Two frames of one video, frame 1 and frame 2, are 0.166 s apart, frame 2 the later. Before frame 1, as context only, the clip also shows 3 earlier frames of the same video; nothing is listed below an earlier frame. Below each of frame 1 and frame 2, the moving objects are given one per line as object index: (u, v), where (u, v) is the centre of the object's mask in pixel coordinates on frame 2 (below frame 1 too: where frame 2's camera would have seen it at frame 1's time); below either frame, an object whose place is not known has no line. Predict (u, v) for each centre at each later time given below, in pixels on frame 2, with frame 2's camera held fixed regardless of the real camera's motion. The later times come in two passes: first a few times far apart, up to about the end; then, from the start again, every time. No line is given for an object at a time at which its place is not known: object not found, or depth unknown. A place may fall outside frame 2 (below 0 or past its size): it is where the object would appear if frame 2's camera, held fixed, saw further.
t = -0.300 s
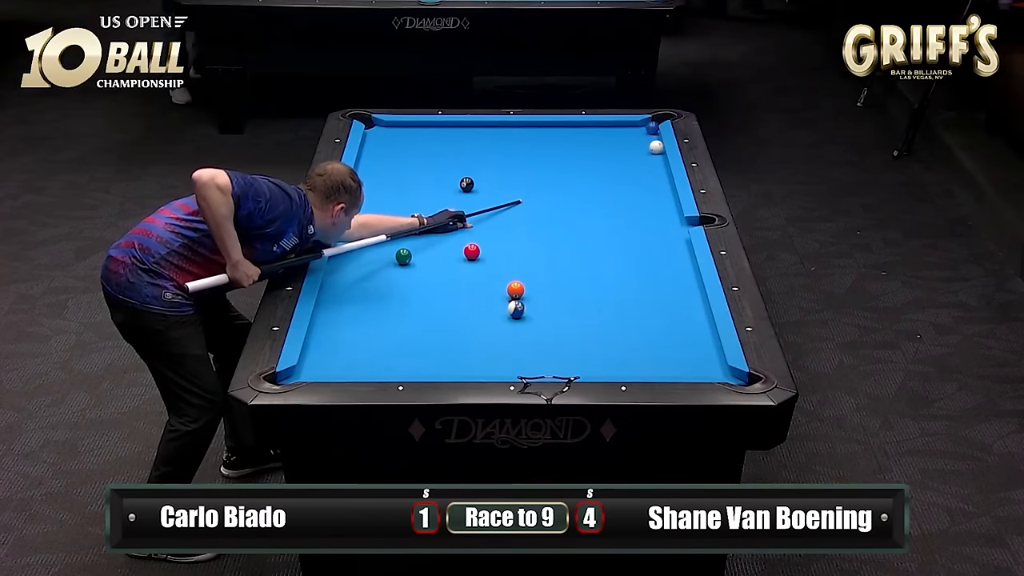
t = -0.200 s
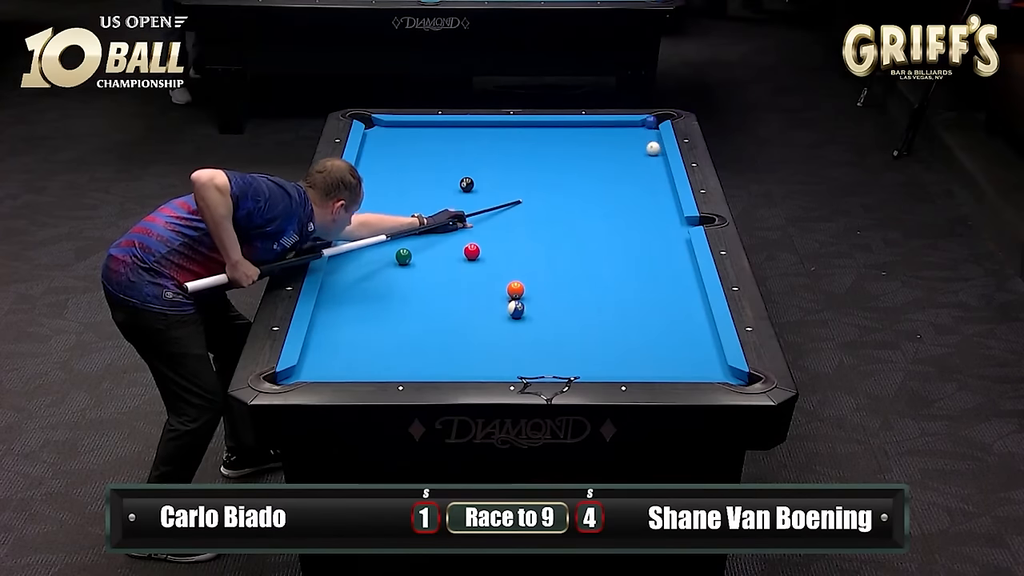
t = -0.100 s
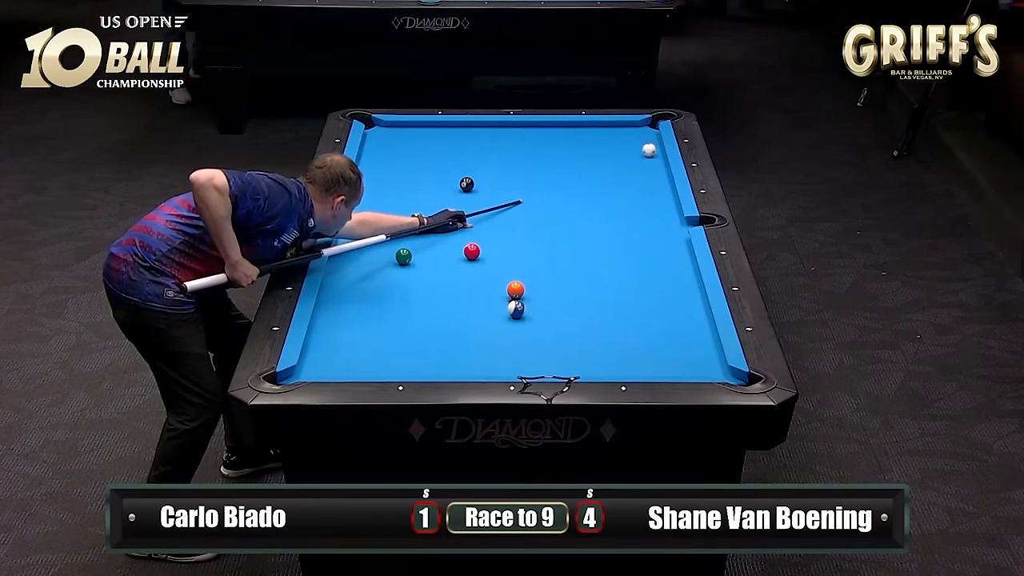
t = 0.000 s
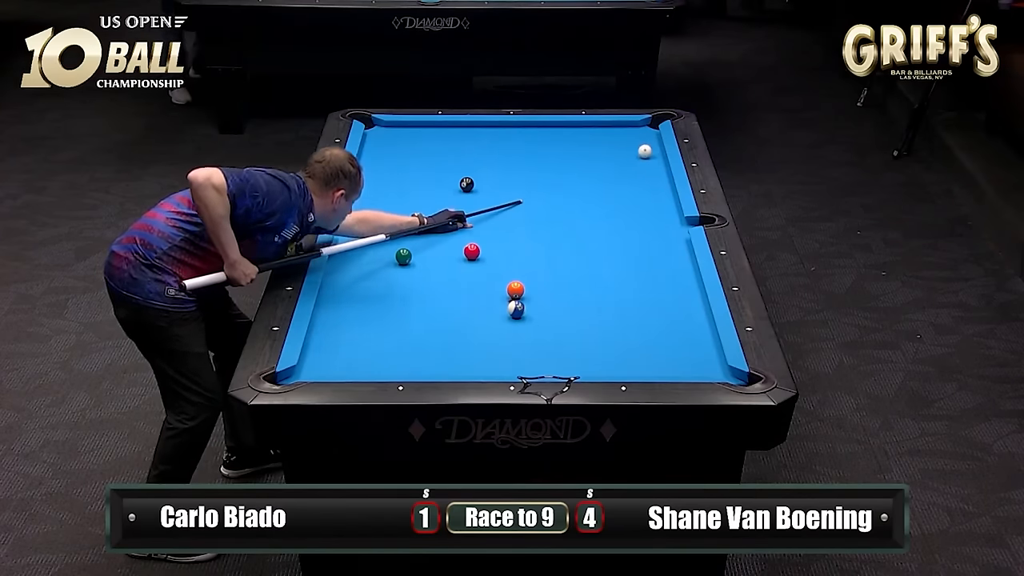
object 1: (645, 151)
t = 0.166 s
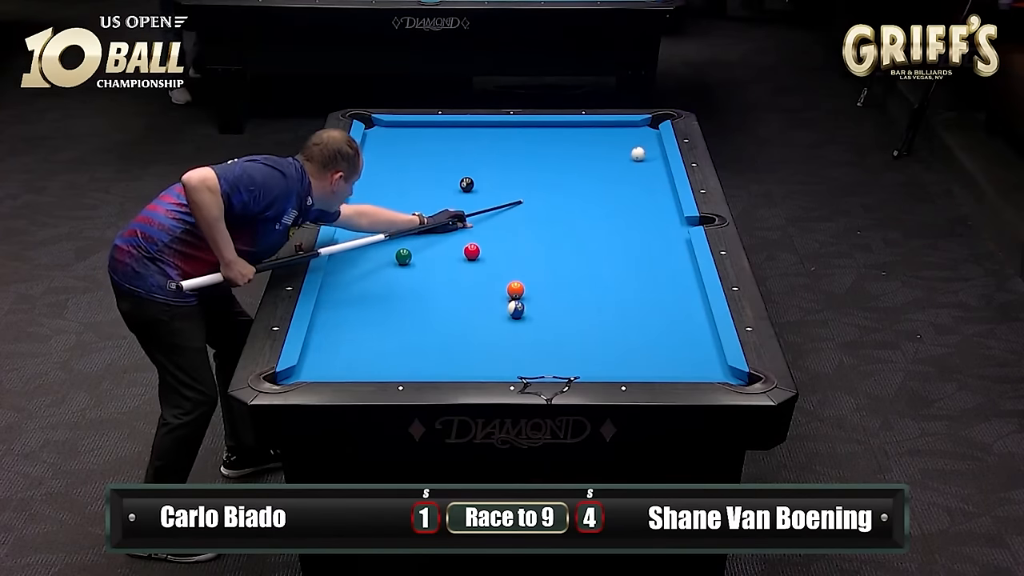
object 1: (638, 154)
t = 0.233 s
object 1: (635, 155)
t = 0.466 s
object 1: (626, 158)
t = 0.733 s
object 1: (616, 161)
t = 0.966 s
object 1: (609, 163)
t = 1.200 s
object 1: (601, 166)
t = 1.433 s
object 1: (594, 168)
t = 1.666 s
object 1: (588, 170)
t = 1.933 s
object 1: (581, 172)
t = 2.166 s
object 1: (577, 173)
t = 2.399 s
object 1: (572, 175)
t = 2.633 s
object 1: (569, 175)
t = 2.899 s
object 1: (566, 176)
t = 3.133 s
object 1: (563, 177)
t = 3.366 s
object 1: (562, 177)
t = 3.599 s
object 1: (561, 177)
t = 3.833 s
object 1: (561, 177)
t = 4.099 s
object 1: (562, 177)
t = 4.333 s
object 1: (562, 177)
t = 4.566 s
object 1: (561, 177)
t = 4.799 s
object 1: (561, 177)
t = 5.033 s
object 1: (562, 177)
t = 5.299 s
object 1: (562, 177)
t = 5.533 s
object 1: (562, 177)
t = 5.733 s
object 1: (561, 177)
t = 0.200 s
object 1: (636, 154)
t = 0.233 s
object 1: (635, 155)
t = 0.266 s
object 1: (634, 155)
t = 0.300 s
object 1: (633, 156)
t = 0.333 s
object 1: (631, 156)
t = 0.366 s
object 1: (629, 157)
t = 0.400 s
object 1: (629, 157)
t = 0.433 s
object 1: (627, 157)
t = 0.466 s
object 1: (626, 158)
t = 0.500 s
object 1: (625, 158)
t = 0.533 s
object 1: (624, 159)
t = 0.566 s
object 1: (623, 159)
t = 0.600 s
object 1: (621, 159)
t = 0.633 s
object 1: (620, 160)
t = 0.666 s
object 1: (619, 160)
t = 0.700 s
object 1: (618, 161)
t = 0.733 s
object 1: (616, 161)
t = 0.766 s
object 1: (614, 162)
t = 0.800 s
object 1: (614, 162)
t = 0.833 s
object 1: (613, 162)
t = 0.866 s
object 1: (612, 163)
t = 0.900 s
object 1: (611, 163)
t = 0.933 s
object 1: (610, 163)
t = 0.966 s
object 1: (609, 163)
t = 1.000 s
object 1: (608, 164)
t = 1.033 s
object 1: (606, 164)
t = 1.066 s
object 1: (606, 165)
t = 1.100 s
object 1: (604, 165)
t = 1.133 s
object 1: (603, 166)
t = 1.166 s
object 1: (602, 166)
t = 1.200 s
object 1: (601, 166)
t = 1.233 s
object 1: (600, 166)
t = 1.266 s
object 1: (599, 167)
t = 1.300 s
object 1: (598, 167)
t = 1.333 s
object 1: (597, 167)
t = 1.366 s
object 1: (596, 167)
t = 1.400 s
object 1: (595, 168)
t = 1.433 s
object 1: (594, 168)
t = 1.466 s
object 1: (594, 168)
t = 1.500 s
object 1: (593, 169)
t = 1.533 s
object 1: (591, 169)
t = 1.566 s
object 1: (590, 169)
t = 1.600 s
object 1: (590, 169)
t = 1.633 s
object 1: (589, 170)
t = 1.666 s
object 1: (588, 170)
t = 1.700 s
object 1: (587, 170)
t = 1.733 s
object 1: (586, 170)
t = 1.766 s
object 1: (585, 171)
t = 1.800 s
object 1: (585, 171)
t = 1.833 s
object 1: (584, 171)
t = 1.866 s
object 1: (583, 171)
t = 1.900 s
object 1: (582, 172)
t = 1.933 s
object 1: (581, 172)
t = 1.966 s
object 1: (580, 172)
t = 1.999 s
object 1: (580, 172)
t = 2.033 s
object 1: (579, 172)
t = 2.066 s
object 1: (579, 173)
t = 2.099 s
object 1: (578, 173)
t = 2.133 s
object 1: (577, 173)
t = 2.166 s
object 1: (577, 173)
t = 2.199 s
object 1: (576, 173)
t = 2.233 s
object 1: (575, 174)
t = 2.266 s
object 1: (575, 174)
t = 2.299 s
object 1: (574, 174)
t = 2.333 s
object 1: (573, 174)
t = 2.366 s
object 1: (573, 174)
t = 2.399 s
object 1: (572, 175)
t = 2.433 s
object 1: (572, 175)
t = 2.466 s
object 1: (571, 175)
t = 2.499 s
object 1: (571, 175)
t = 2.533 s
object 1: (570, 175)
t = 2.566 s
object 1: (570, 175)
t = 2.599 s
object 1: (569, 175)
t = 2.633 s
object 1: (569, 175)
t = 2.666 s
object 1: (568, 175)
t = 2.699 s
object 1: (568, 176)
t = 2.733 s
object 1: (567, 176)
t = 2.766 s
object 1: (567, 176)
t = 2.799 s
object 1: (567, 176)
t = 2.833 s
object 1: (566, 176)
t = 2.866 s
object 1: (566, 176)
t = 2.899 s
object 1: (566, 176)
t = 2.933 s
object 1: (565, 176)
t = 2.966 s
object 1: (565, 176)
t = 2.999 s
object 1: (565, 177)
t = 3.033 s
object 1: (564, 177)
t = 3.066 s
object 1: (564, 177)
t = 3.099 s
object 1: (564, 177)
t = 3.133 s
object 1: (563, 177)
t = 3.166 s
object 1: (563, 177)
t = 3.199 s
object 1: (563, 177)
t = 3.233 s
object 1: (562, 177)
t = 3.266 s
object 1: (562, 177)
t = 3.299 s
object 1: (562, 177)
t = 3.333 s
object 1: (562, 177)
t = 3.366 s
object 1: (562, 177)
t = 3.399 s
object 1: (562, 177)
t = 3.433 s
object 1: (561, 177)
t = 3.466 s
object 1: (561, 177)
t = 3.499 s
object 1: (561, 177)
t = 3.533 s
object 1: (561, 177)
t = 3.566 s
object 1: (561, 177)
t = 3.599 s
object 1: (561, 177)
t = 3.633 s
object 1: (561, 177)
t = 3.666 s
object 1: (561, 177)
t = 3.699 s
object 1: (561, 177)
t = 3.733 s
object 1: (561, 177)
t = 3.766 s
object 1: (561, 177)
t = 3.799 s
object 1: (561, 177)
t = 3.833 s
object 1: (561, 177)
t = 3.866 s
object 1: (561, 177)
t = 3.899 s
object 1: (562, 177)
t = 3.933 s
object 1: (561, 177)
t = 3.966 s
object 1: (562, 177)
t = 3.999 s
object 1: (561, 177)
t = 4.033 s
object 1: (562, 177)
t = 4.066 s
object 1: (561, 177)
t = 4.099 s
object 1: (562, 177)
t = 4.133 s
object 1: (562, 177)
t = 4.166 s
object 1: (562, 177)
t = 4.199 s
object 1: (562, 177)
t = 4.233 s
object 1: (562, 177)
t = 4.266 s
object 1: (562, 177)
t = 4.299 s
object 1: (562, 177)
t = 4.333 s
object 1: (562, 177)
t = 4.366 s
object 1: (562, 177)
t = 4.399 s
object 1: (562, 177)
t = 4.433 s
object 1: (562, 177)
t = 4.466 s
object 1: (562, 177)
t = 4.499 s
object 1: (561, 177)
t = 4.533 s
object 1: (561, 177)
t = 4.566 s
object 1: (561, 177)
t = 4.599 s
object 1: (561, 177)
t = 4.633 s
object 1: (562, 177)
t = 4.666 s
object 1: (562, 177)
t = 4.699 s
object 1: (561, 177)
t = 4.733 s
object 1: (561, 177)
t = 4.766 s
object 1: (562, 177)
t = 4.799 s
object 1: (561, 177)
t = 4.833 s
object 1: (561, 177)
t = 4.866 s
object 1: (562, 177)
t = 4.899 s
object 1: (562, 177)
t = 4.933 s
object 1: (561, 177)
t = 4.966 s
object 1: (561, 177)
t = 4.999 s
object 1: (562, 177)
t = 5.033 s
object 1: (562, 177)
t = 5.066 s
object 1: (562, 177)
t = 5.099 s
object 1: (562, 177)
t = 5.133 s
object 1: (562, 177)
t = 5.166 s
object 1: (562, 177)
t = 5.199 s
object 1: (562, 177)
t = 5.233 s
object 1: (562, 177)
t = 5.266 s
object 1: (562, 177)
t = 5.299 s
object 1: (562, 177)
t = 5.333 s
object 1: (562, 177)
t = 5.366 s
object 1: (562, 177)
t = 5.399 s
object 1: (562, 177)
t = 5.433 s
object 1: (562, 177)
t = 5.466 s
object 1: (562, 177)
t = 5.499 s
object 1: (562, 177)
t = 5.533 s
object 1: (562, 177)
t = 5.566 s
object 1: (562, 177)
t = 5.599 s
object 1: (561, 177)
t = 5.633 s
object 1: (562, 177)
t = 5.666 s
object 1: (562, 177)
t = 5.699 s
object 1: (562, 177)
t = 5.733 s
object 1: (561, 177)
